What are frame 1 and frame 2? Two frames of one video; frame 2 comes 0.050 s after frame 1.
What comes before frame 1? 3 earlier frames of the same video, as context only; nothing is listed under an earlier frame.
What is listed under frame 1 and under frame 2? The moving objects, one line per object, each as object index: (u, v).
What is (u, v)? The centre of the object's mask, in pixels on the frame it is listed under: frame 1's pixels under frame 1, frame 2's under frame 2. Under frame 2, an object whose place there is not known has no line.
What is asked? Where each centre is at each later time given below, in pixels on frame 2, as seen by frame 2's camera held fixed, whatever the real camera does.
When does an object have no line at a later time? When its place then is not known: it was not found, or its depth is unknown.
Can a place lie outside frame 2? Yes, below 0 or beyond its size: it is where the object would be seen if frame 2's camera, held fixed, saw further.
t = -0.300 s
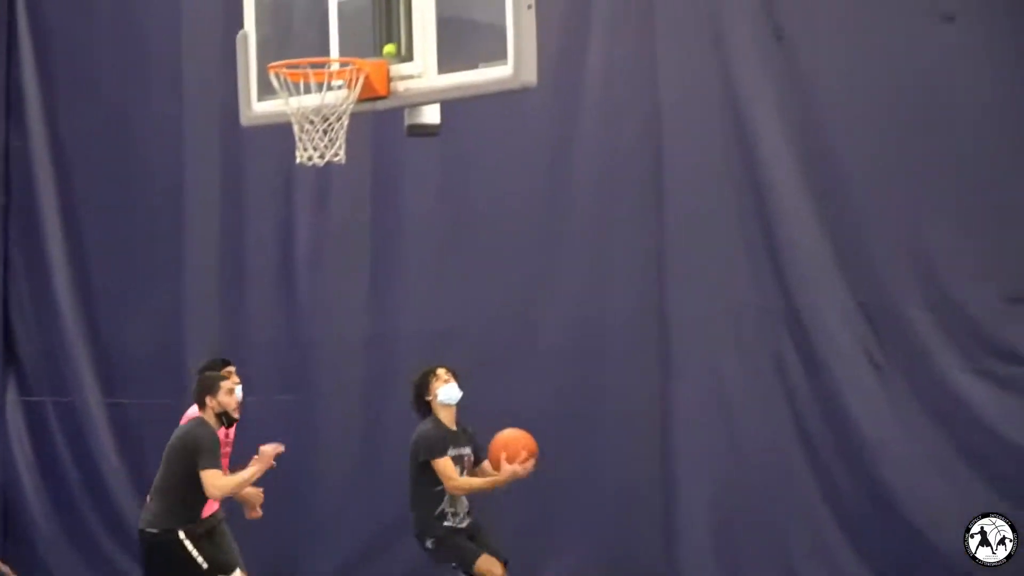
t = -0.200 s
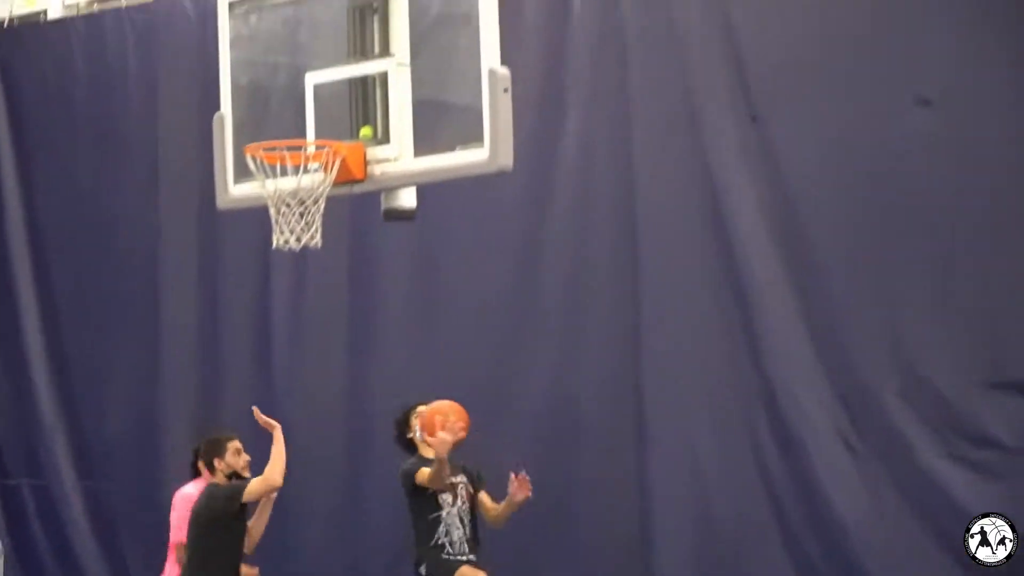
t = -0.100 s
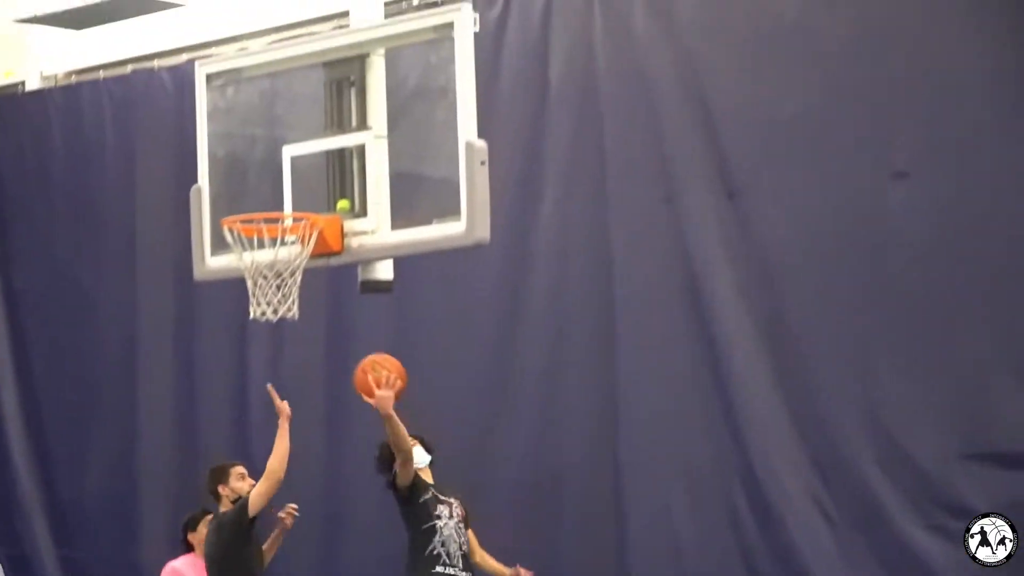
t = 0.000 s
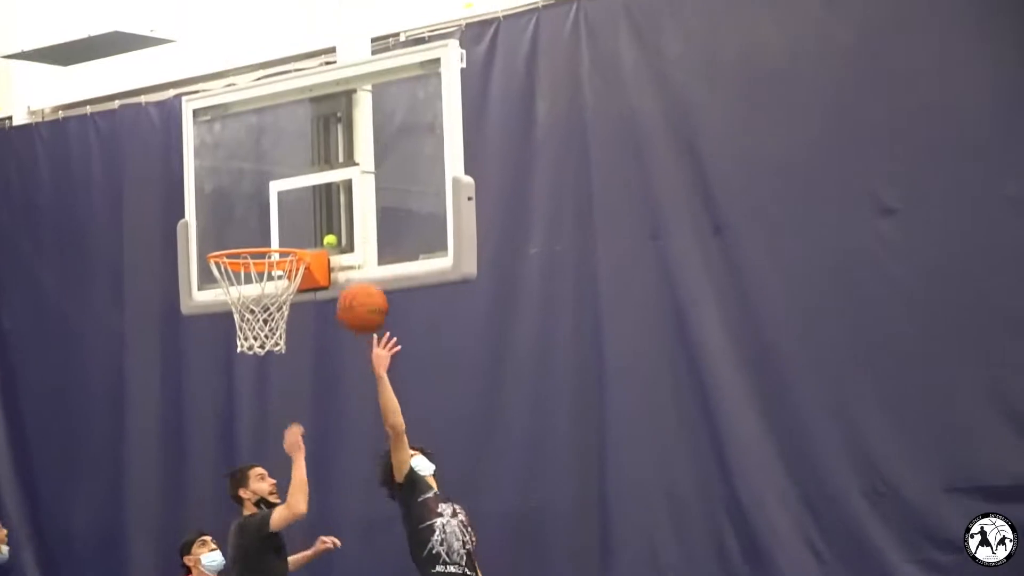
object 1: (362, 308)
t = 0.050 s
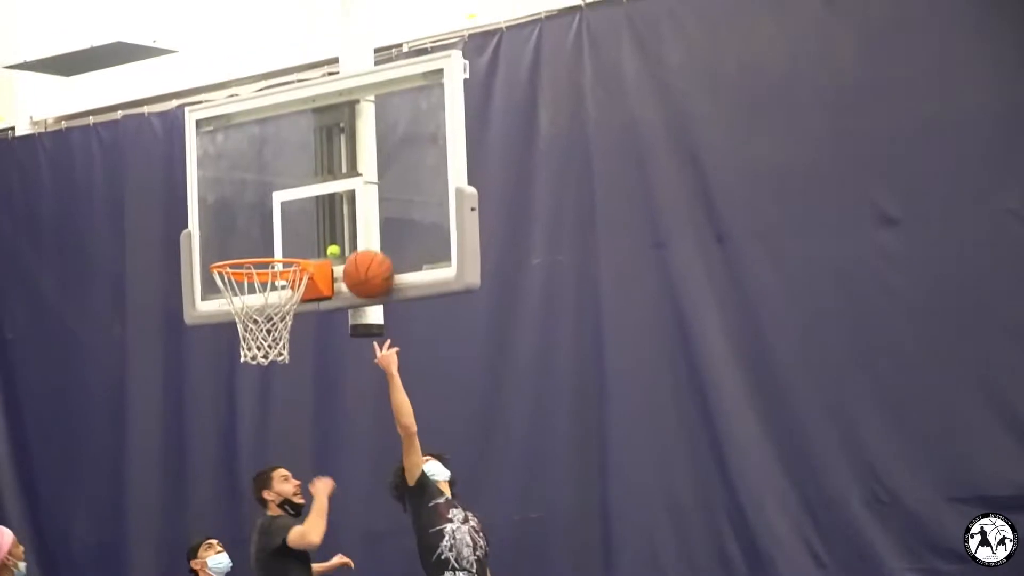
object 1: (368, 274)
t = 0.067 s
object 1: (368, 261)
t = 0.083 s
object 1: (367, 250)
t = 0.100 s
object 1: (366, 242)
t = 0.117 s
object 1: (364, 235)
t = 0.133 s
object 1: (363, 229)
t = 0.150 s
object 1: (361, 223)
